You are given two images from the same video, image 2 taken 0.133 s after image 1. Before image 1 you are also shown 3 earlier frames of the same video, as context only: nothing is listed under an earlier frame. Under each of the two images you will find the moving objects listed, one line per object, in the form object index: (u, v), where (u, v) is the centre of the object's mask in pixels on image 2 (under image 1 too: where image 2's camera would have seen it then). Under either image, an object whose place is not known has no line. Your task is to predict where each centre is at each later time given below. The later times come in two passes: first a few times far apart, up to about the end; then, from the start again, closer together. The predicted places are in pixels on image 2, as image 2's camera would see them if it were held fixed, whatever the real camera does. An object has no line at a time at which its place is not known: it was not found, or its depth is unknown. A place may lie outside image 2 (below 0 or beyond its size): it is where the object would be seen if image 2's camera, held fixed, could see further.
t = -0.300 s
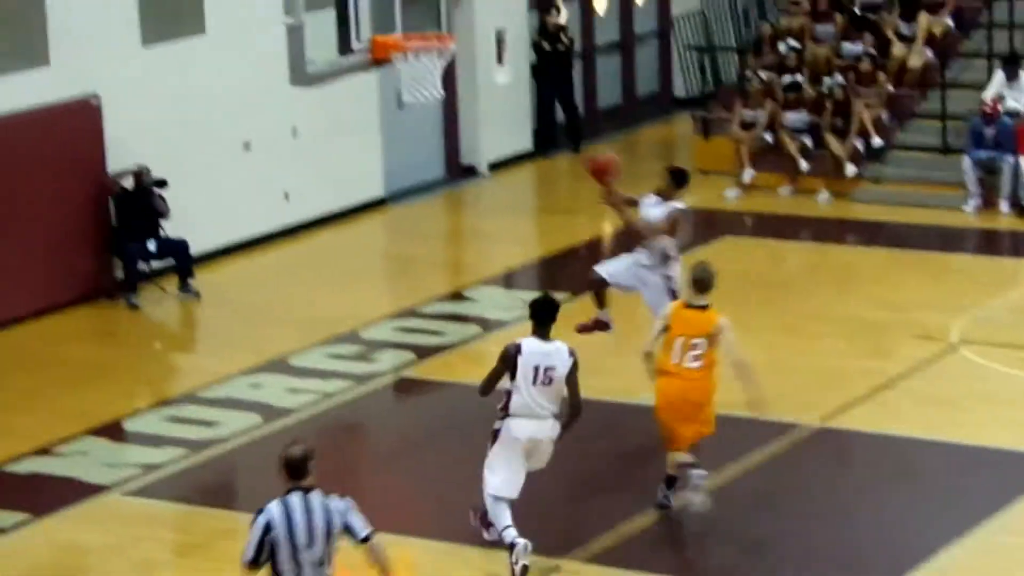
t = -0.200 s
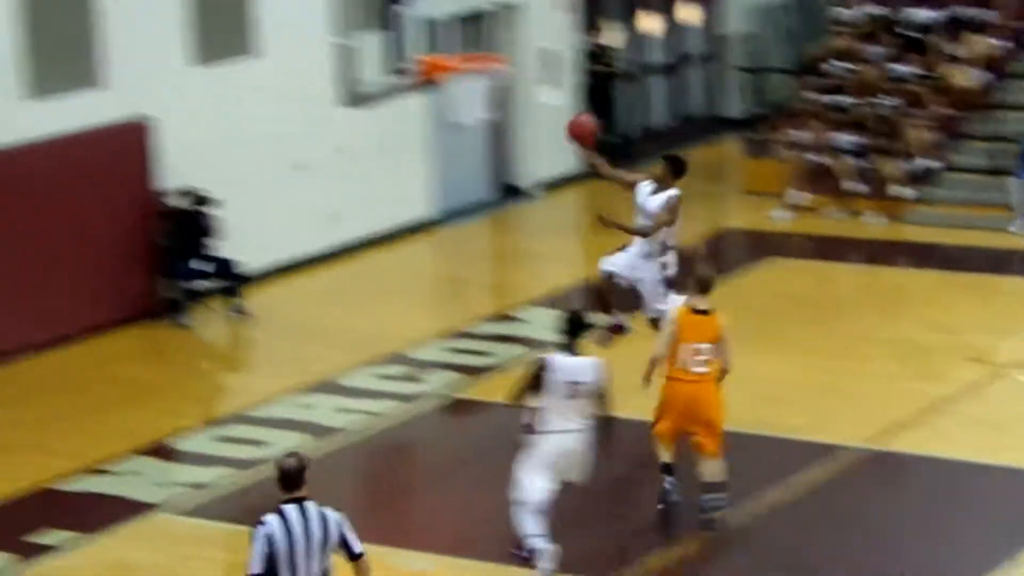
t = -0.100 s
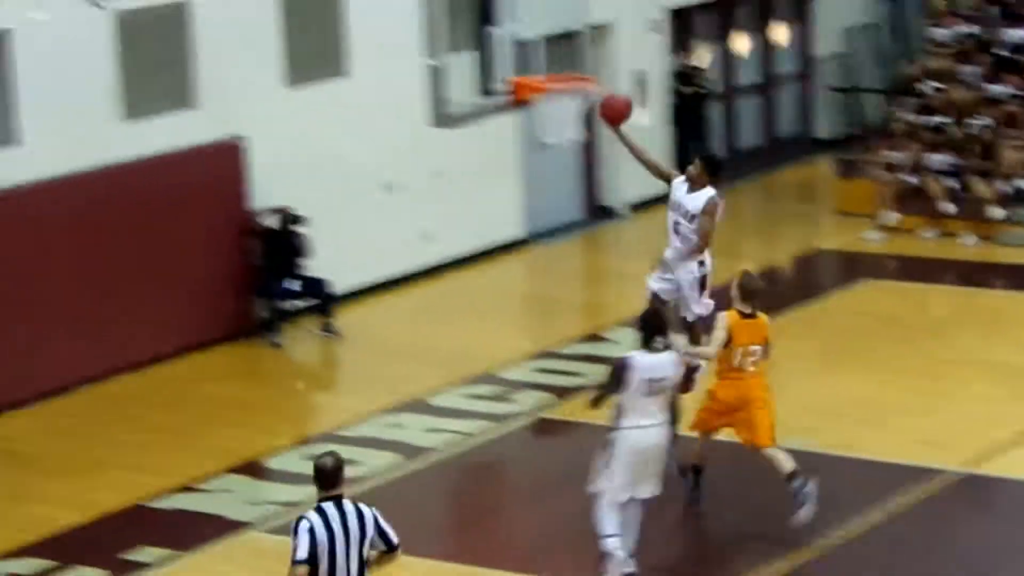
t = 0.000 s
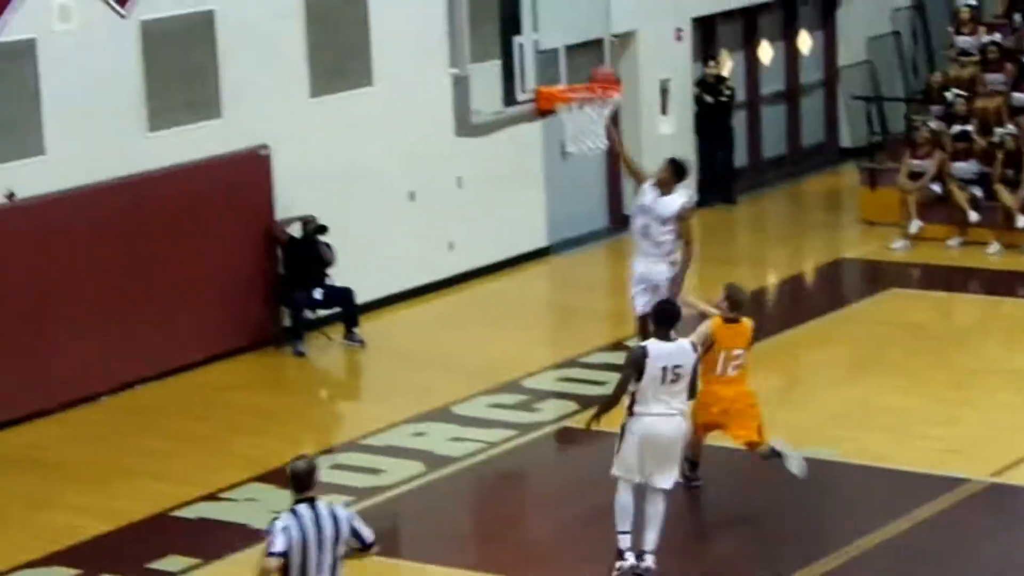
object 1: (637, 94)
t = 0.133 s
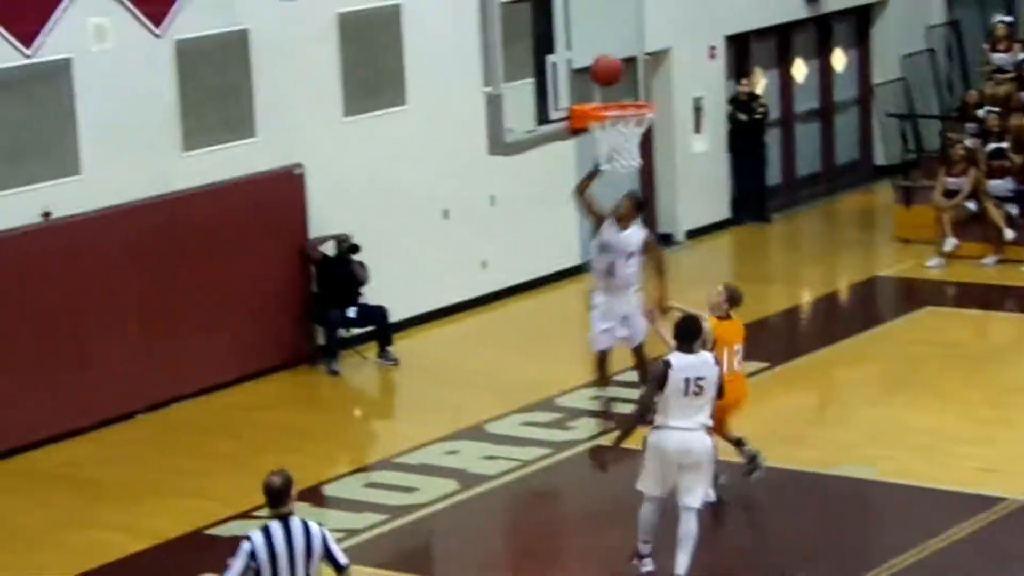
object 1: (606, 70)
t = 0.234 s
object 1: (607, 62)
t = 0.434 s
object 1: (614, 84)
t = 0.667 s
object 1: (634, 153)
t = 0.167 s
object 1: (606, 66)
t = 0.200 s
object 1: (607, 64)
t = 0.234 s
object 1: (607, 62)
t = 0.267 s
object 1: (609, 63)
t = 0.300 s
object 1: (609, 64)
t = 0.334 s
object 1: (611, 67)
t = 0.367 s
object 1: (612, 71)
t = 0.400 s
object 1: (613, 77)
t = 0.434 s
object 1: (614, 84)
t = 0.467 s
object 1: (616, 93)
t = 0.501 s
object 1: (617, 101)
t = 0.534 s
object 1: (619, 116)
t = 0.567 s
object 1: (622, 128)
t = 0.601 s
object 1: (627, 135)
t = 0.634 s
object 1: (631, 146)
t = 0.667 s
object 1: (634, 153)
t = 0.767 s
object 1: (643, 190)
